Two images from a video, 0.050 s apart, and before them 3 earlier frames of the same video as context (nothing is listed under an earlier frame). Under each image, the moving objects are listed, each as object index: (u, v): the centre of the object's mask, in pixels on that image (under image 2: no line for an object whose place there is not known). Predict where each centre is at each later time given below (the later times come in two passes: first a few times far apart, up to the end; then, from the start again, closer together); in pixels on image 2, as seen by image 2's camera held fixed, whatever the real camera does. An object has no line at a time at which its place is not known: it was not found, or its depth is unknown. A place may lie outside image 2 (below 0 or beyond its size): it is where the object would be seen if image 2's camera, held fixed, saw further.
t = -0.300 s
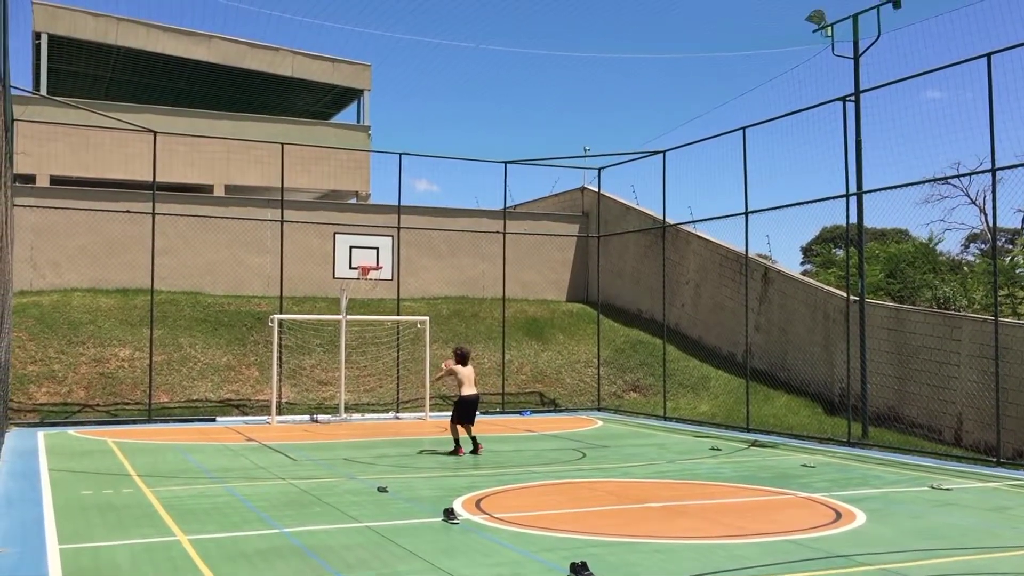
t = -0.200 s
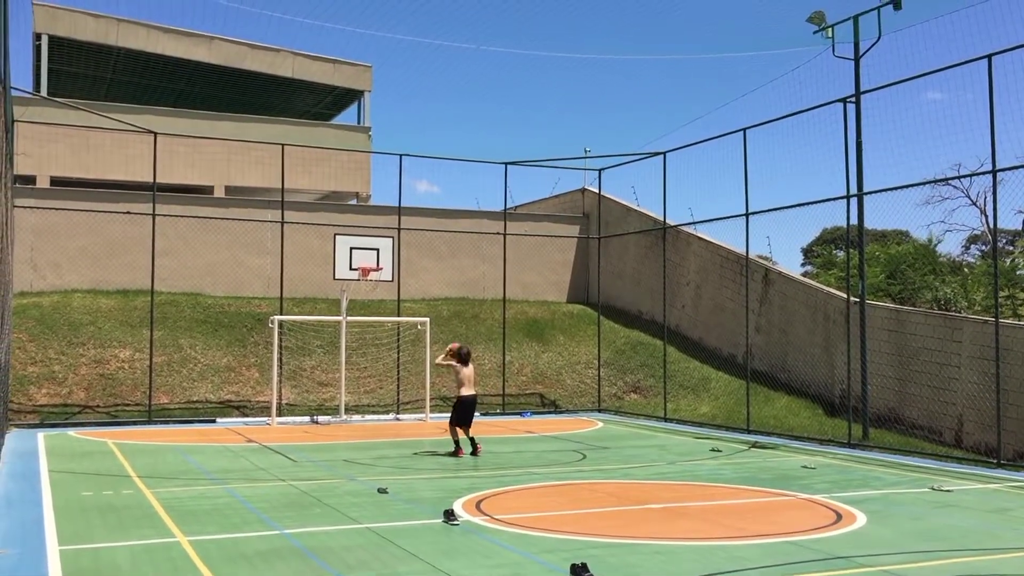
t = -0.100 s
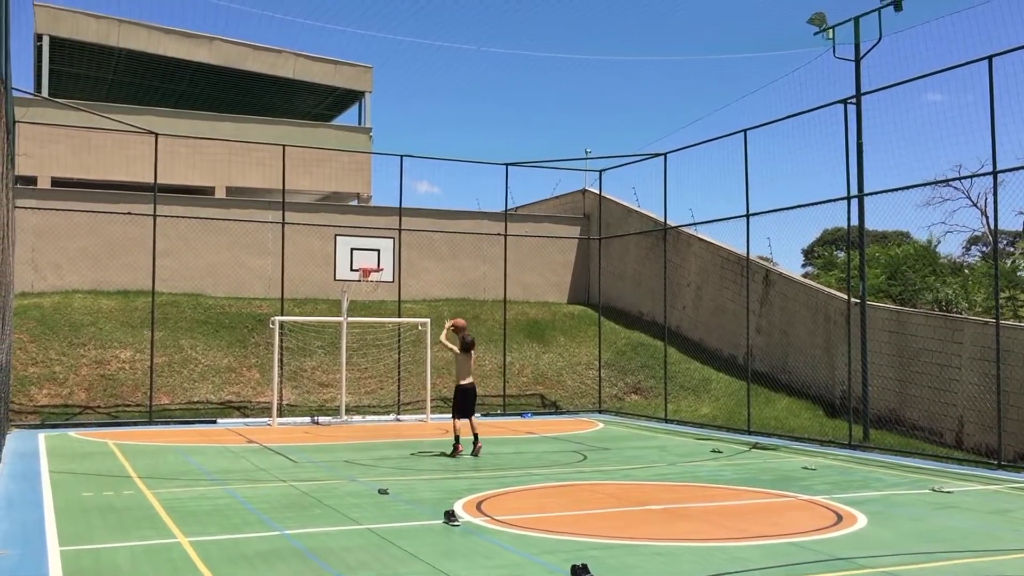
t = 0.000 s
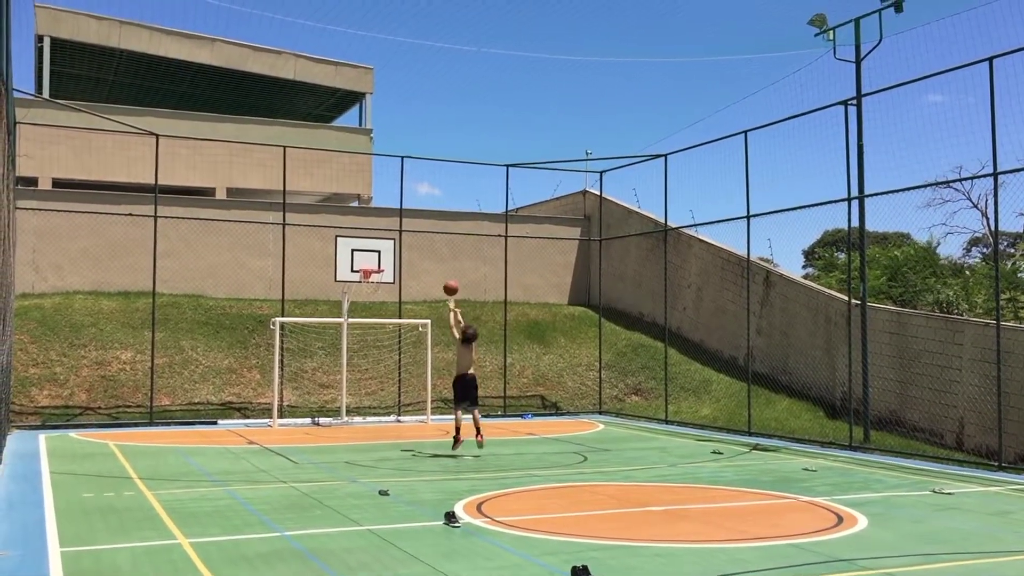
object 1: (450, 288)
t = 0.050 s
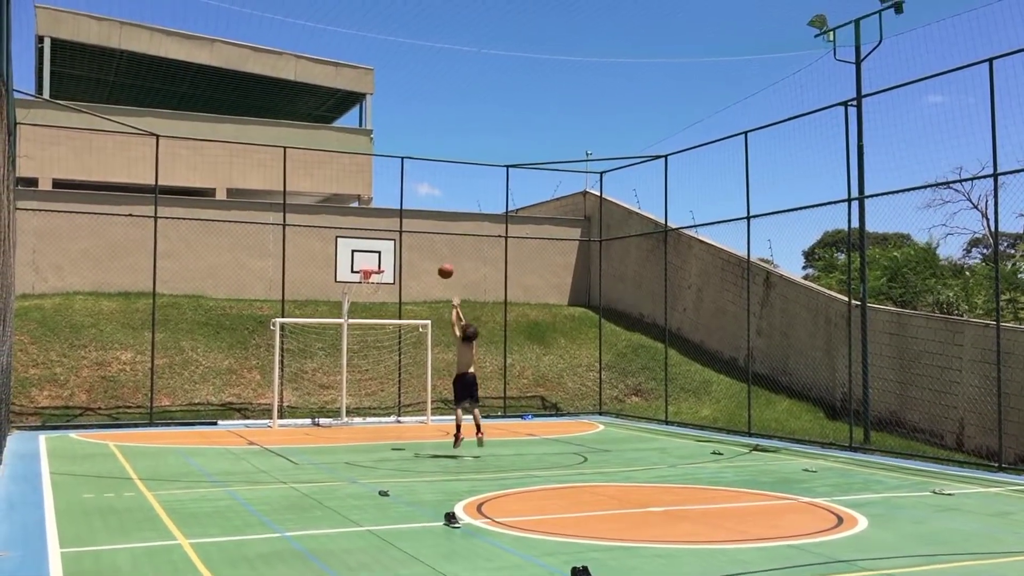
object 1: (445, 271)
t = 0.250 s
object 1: (425, 219)
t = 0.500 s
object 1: (402, 194)
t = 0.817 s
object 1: (376, 213)
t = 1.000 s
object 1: (362, 245)
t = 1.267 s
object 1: (334, 246)
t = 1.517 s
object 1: (295, 239)
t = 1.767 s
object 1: (256, 265)
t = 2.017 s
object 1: (216, 325)
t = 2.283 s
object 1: (172, 429)
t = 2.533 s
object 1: (147, 355)
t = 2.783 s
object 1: (120, 313)
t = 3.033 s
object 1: (90, 307)
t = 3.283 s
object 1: (59, 337)
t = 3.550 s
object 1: (24, 413)
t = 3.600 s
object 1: (15, 433)
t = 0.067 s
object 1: (444, 266)
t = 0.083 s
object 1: (442, 261)
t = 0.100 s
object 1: (440, 256)
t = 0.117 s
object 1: (438, 251)
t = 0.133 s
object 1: (436, 246)
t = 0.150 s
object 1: (435, 242)
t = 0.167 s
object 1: (434, 237)
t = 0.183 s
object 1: (432, 234)
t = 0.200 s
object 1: (430, 230)
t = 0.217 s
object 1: (428, 227)
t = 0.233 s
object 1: (427, 223)
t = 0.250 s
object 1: (425, 219)
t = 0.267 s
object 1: (424, 217)
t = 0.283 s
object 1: (422, 214)
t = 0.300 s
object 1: (421, 211)
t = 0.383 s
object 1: (413, 201)
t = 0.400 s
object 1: (411, 200)
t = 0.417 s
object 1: (410, 198)
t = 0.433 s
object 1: (409, 197)
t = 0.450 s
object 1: (407, 196)
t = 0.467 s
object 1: (405, 195)
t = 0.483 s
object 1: (404, 194)
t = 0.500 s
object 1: (402, 194)
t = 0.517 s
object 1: (401, 193)
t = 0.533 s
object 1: (399, 193)
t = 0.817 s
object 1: (376, 213)
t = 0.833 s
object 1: (375, 215)
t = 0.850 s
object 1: (373, 218)
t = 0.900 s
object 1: (369, 226)
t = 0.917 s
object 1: (368, 229)
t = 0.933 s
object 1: (367, 232)
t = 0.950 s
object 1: (366, 235)
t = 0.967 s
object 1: (365, 239)
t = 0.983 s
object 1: (363, 242)
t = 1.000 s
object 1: (362, 245)
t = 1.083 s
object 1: (357, 265)
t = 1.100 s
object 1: (357, 267)
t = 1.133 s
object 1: (353, 262)
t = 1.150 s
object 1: (351, 260)
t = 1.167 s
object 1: (348, 257)
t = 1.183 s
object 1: (346, 255)
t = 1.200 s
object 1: (343, 253)
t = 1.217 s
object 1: (341, 251)
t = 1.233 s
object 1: (338, 250)
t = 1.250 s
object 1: (336, 248)
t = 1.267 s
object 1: (334, 246)
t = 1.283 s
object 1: (331, 245)
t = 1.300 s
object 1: (329, 244)
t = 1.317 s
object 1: (326, 243)
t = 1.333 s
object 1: (324, 241)
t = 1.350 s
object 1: (321, 241)
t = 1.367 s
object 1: (318, 239)
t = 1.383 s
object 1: (316, 239)
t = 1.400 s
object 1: (313, 238)
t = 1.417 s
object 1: (311, 238)
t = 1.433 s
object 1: (308, 238)
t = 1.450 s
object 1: (306, 238)
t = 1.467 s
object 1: (303, 238)
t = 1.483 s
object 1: (301, 238)
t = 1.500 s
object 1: (298, 239)
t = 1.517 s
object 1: (295, 239)
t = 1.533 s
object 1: (293, 239)
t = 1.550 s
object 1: (291, 241)
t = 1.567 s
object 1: (288, 242)
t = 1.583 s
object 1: (285, 243)
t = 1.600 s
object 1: (283, 244)
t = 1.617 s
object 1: (280, 246)
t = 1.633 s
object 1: (278, 247)
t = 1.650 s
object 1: (275, 249)
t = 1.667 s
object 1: (272, 251)
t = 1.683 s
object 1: (269, 253)
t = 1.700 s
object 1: (267, 255)
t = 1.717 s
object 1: (264, 257)
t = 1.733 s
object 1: (261, 260)
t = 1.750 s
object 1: (259, 263)
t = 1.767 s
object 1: (256, 265)
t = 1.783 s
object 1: (253, 268)
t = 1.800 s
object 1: (251, 271)
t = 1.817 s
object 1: (248, 275)
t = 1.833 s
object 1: (245, 279)
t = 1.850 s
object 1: (243, 282)
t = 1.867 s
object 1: (240, 286)
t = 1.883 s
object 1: (238, 289)
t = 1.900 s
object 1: (235, 294)
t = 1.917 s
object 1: (232, 298)
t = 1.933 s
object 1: (230, 302)
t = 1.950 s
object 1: (227, 306)
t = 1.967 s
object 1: (224, 310)
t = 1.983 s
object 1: (221, 315)
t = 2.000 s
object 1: (219, 320)
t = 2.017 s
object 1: (216, 325)
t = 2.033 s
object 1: (214, 331)
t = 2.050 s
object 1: (210, 336)
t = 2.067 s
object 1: (208, 342)
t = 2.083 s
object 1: (205, 347)
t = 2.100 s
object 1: (202, 353)
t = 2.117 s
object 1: (200, 360)
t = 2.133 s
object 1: (197, 366)
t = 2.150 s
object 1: (194, 373)
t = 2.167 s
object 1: (191, 379)
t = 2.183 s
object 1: (189, 386)
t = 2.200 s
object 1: (185, 393)
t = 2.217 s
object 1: (182, 400)
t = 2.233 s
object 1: (180, 408)
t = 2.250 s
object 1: (177, 415)
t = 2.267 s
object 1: (175, 423)
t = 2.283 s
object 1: (172, 429)
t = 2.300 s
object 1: (170, 424)
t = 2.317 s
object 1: (169, 418)
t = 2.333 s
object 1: (168, 413)
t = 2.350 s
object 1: (166, 406)
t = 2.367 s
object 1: (164, 401)
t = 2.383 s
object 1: (162, 396)
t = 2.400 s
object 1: (161, 391)
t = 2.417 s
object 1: (160, 386)
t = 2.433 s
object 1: (157, 381)
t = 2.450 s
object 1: (156, 375)
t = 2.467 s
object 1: (154, 371)
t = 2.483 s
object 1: (152, 367)
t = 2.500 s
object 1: (151, 363)
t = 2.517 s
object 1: (149, 359)
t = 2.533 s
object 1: (147, 355)
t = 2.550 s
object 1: (145, 351)
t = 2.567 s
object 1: (143, 348)
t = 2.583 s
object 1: (142, 344)
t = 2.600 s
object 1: (140, 341)
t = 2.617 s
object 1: (138, 338)
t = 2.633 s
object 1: (136, 335)
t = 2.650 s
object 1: (135, 331)
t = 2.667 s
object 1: (133, 329)
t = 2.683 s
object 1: (131, 326)
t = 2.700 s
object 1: (129, 324)
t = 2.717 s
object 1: (127, 322)
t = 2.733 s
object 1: (126, 319)
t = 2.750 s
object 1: (124, 318)
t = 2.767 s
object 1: (121, 315)
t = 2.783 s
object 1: (120, 313)
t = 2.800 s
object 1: (118, 312)
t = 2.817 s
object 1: (116, 311)
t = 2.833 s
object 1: (114, 310)
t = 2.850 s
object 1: (112, 308)
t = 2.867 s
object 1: (110, 307)
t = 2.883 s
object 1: (109, 306)
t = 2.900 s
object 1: (107, 306)
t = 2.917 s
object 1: (104, 305)
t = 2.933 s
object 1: (102, 305)
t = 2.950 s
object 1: (100, 305)
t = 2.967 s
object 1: (98, 305)
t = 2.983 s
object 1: (96, 305)
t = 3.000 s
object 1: (95, 306)
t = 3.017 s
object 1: (93, 306)
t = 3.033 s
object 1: (90, 307)
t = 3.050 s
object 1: (89, 307)
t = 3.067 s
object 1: (87, 309)
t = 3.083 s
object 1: (85, 310)
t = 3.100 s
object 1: (83, 311)
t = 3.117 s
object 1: (80, 313)
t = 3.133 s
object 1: (78, 314)
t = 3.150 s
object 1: (76, 316)
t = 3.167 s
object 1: (74, 318)
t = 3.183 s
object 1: (72, 320)
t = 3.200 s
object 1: (70, 323)
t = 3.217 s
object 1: (68, 325)
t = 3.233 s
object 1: (66, 328)
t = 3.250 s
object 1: (63, 331)
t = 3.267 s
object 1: (61, 334)
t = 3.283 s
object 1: (59, 337)
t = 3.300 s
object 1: (57, 340)
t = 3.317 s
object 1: (55, 344)
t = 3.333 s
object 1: (52, 348)
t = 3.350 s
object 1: (50, 352)
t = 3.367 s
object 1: (48, 356)
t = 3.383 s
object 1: (46, 361)
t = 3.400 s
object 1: (43, 365)
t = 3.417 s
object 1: (41, 370)
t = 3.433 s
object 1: (39, 374)
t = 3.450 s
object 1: (36, 380)
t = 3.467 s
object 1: (34, 385)
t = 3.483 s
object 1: (32, 390)
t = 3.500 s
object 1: (30, 395)
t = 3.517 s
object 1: (28, 401)
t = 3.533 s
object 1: (25, 408)
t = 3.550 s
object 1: (24, 413)
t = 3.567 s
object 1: (20, 420)
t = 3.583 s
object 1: (18, 426)
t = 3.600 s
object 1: (15, 433)
